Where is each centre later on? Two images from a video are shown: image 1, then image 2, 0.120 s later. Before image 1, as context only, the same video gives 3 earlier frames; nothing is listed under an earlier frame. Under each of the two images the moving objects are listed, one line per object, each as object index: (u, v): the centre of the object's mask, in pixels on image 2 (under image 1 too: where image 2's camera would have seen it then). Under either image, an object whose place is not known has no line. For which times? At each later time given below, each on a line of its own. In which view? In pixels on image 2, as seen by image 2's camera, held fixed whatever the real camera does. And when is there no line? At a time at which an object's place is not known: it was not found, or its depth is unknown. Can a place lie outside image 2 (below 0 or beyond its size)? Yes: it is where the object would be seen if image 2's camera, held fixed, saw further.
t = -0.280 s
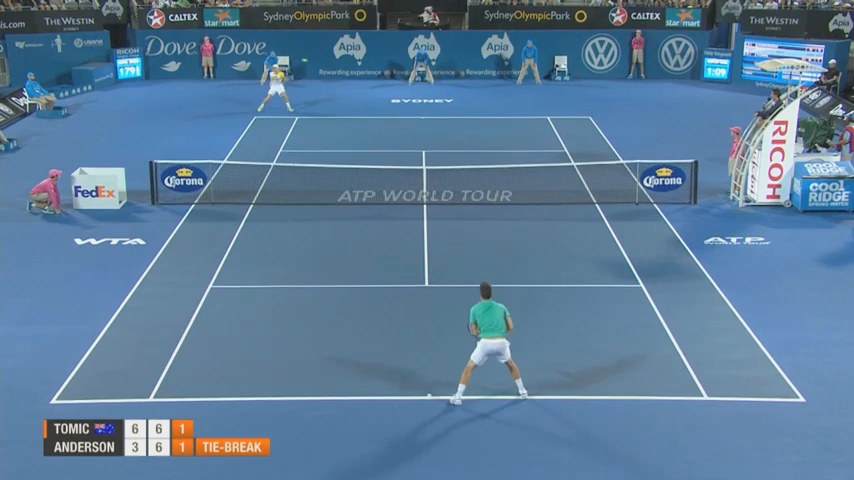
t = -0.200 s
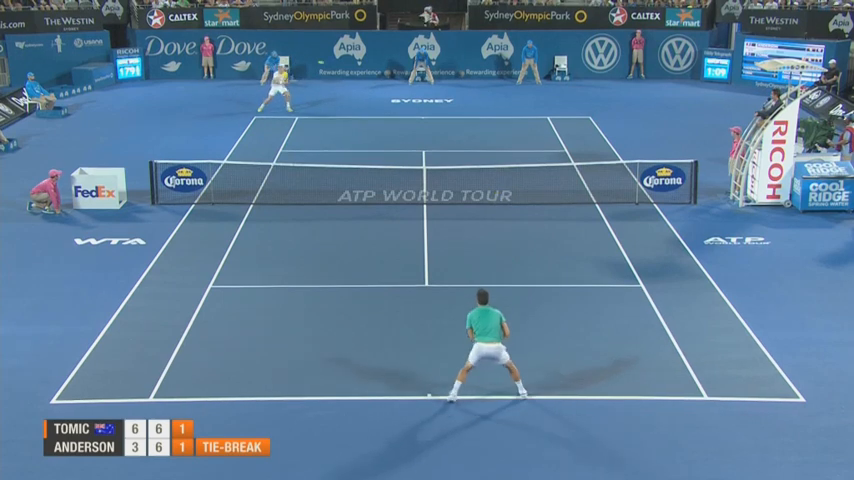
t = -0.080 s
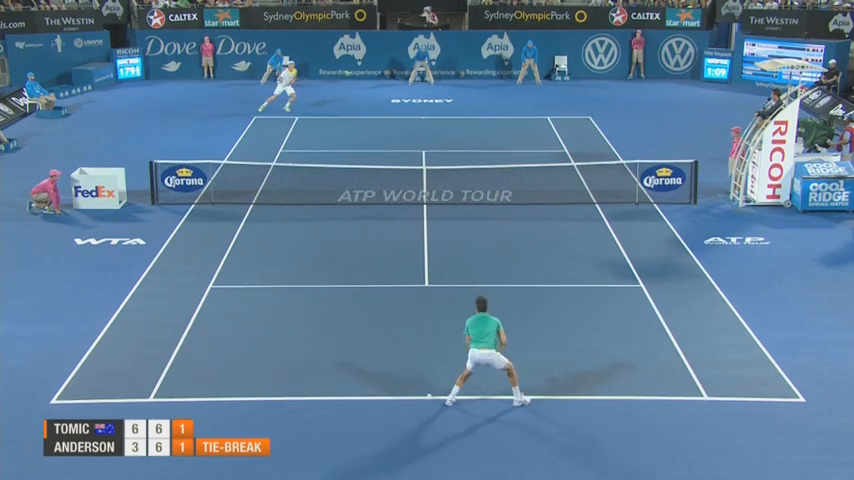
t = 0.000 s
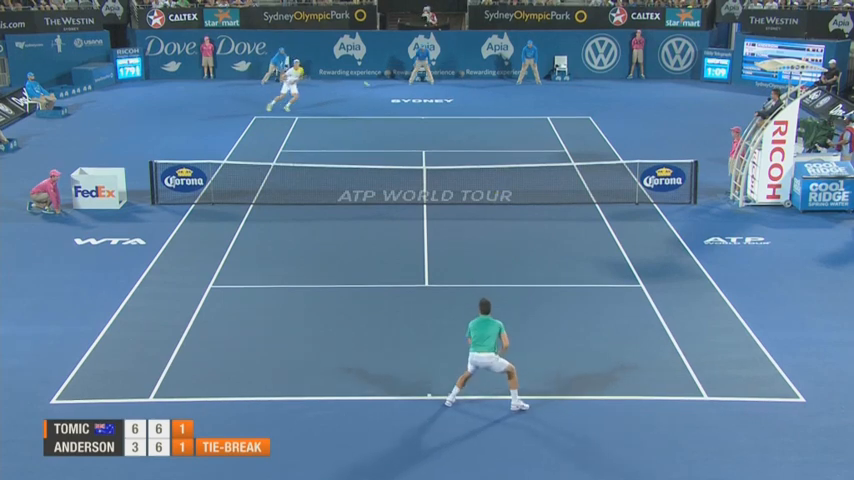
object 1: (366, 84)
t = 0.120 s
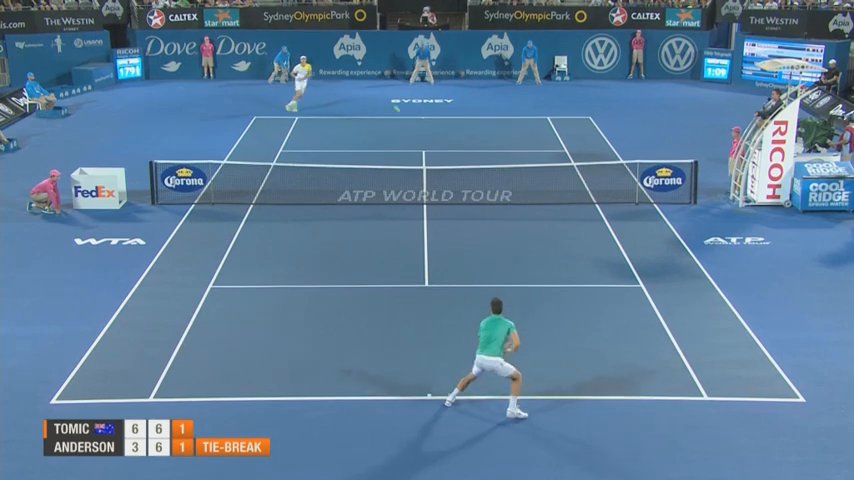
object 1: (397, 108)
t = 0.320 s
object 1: (454, 174)
